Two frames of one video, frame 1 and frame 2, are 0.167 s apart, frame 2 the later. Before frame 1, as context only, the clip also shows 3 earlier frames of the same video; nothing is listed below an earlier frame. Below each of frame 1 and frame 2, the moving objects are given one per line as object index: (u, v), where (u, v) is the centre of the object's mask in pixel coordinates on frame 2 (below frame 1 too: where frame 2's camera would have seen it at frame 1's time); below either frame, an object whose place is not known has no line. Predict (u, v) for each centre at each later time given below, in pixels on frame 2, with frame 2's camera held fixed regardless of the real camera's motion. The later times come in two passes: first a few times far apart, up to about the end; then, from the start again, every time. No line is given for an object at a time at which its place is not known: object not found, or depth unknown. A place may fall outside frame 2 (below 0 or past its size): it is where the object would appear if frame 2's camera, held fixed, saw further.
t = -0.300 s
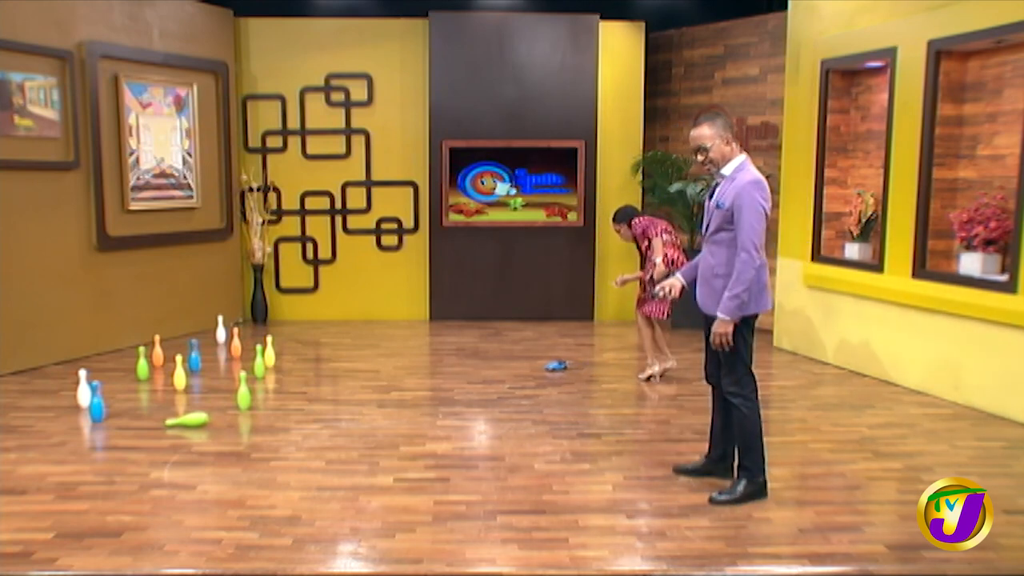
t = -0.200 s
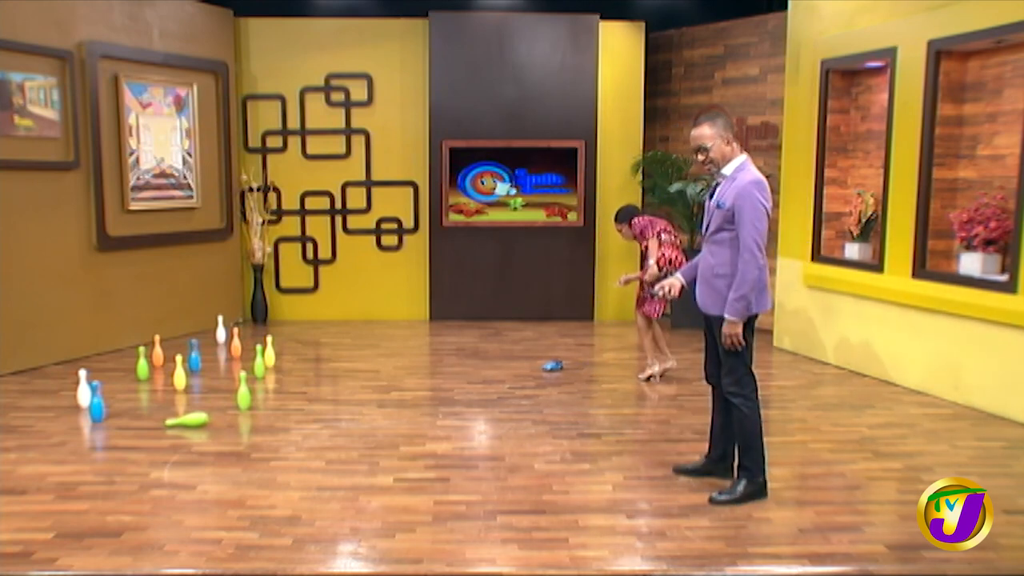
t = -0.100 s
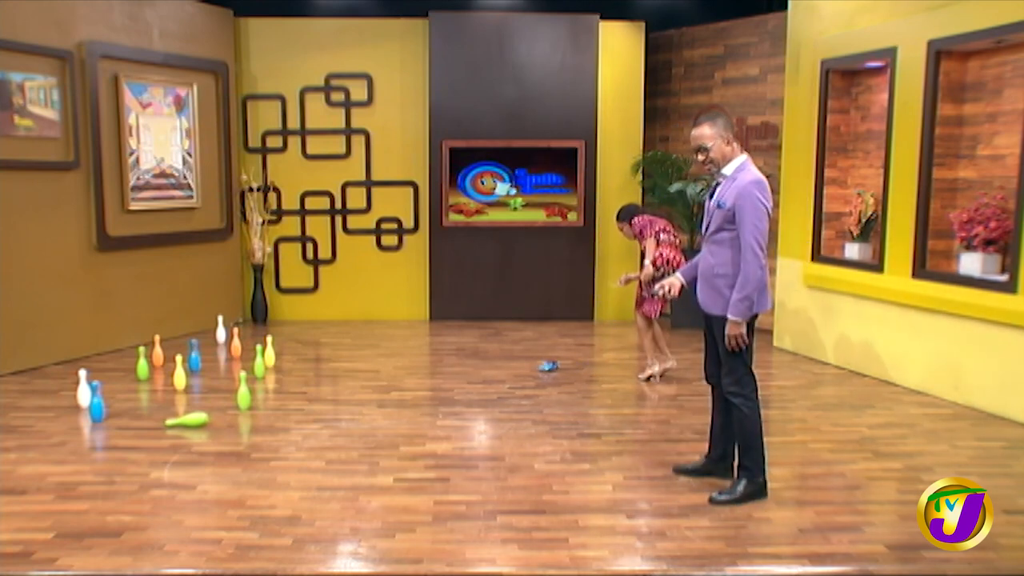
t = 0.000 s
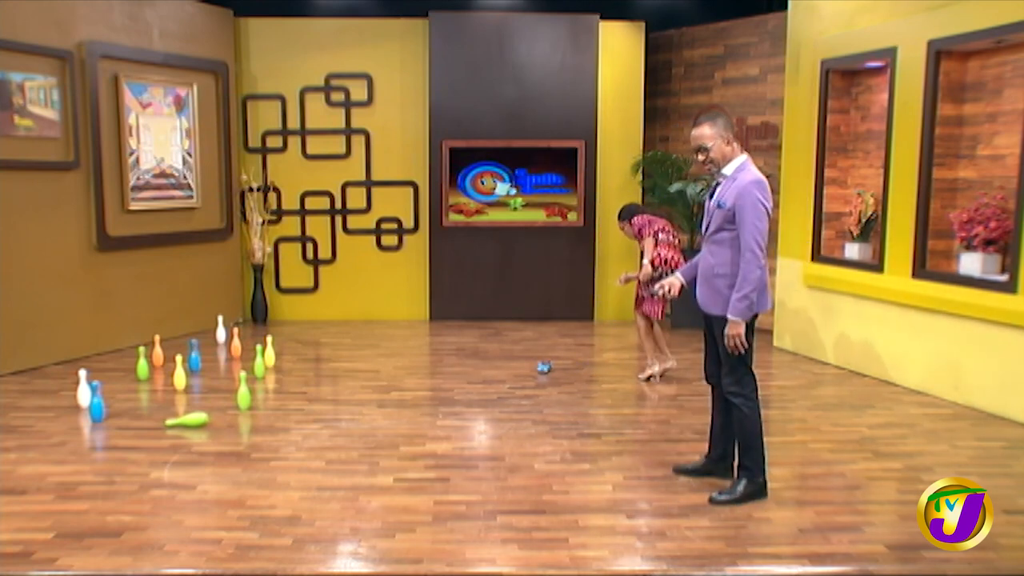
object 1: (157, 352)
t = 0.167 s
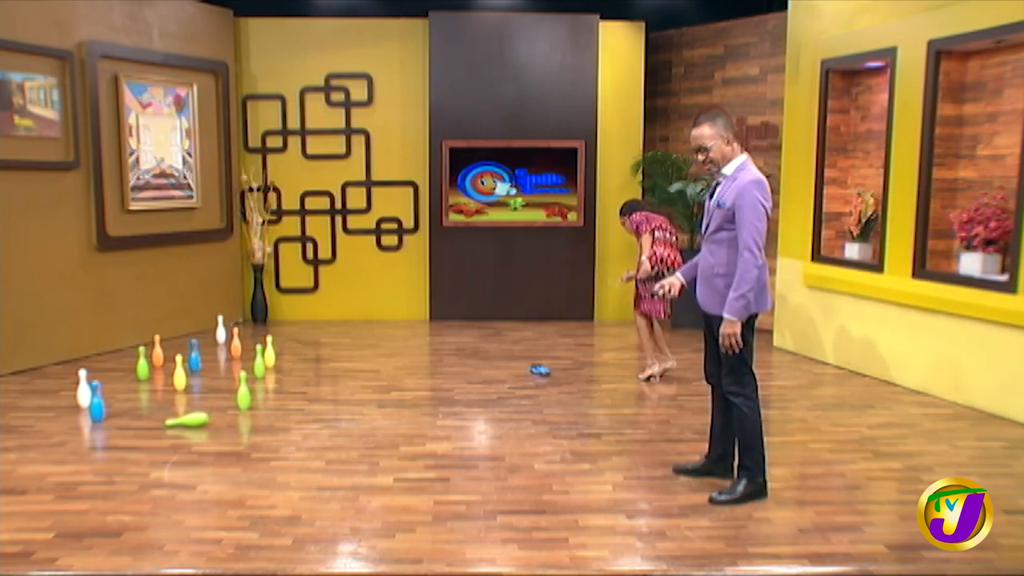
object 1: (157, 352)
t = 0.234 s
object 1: (157, 352)
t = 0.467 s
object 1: (157, 352)
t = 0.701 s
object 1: (157, 352)
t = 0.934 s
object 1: (157, 352)
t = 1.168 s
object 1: (157, 352)
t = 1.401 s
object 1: (157, 352)
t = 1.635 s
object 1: (157, 352)
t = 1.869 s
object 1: (157, 352)
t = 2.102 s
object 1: (157, 352)
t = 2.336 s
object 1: (157, 352)
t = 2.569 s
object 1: (157, 352)
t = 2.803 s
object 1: (157, 352)
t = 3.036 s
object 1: (157, 352)
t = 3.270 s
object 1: (157, 352)
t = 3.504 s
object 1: (151, 349)
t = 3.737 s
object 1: (127, 353)
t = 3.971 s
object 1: (105, 351)
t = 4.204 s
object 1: (95, 352)
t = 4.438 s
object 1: (90, 352)
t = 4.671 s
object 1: (85, 354)
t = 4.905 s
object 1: (82, 355)
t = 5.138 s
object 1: (81, 355)
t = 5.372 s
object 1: (80, 356)
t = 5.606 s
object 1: (80, 356)
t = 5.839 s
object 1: (80, 356)
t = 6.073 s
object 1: (81, 356)
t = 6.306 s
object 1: (80, 356)
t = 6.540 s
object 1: (80, 356)
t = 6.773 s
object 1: (80, 356)
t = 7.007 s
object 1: (80, 356)
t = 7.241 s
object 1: (80, 356)
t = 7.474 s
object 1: (81, 356)
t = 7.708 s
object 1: (81, 356)
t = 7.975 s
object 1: (81, 356)
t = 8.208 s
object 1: (81, 356)
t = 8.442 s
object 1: (81, 356)
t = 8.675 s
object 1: (81, 356)
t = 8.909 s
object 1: (81, 356)
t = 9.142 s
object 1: (81, 356)
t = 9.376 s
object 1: (81, 356)
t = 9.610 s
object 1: (81, 356)
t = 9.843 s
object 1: (81, 356)
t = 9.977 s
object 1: (81, 356)
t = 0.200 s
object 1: (157, 352)
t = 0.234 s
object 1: (157, 352)
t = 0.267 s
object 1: (157, 352)
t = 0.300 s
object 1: (157, 352)
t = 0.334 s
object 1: (157, 352)
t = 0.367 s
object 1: (157, 352)
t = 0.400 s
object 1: (157, 352)
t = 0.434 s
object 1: (157, 352)
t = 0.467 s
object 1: (157, 352)
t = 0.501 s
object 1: (157, 352)
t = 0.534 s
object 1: (157, 352)
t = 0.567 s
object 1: (157, 352)
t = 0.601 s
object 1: (157, 352)
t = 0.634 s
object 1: (157, 352)
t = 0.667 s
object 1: (157, 352)
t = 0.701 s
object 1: (157, 352)
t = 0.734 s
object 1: (157, 352)
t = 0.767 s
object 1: (157, 352)
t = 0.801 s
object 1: (157, 352)
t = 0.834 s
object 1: (157, 352)
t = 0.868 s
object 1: (157, 352)
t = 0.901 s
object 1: (157, 352)
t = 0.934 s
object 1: (157, 352)
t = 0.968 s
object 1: (157, 352)
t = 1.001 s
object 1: (157, 352)
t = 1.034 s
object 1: (157, 352)
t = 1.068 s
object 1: (157, 352)
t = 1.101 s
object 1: (157, 352)
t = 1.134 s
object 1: (157, 352)
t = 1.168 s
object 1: (157, 352)
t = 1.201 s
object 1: (157, 352)
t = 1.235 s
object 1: (157, 352)
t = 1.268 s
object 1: (157, 352)
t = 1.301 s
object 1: (157, 352)
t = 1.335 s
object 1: (157, 352)
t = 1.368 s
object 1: (157, 352)
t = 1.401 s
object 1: (157, 352)
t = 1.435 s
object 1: (157, 352)
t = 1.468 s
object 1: (157, 352)
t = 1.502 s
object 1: (157, 352)
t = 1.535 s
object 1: (157, 352)
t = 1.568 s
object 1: (157, 352)
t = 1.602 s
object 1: (157, 352)
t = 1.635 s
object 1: (157, 352)
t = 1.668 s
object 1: (157, 352)
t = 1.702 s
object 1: (157, 352)
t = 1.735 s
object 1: (157, 352)
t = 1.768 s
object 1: (157, 352)
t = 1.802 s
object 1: (157, 352)
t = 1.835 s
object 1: (157, 352)
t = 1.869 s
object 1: (157, 352)
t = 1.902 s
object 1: (157, 352)
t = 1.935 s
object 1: (157, 352)
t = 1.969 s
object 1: (157, 352)
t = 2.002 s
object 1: (157, 352)
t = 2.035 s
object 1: (157, 352)
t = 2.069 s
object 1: (157, 352)
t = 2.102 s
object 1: (157, 352)
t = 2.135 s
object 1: (157, 352)
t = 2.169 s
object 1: (157, 352)
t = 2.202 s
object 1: (157, 352)
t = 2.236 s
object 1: (157, 352)
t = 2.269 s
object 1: (157, 352)
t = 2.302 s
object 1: (157, 352)
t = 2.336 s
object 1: (157, 352)
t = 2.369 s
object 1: (157, 352)
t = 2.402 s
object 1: (157, 352)
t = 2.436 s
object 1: (157, 352)
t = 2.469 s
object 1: (157, 352)
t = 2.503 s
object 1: (157, 352)
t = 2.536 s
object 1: (157, 352)
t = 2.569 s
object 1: (157, 352)
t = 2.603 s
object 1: (157, 352)
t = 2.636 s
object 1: (157, 352)
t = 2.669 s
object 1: (157, 352)
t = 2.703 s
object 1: (157, 352)
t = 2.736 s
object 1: (157, 352)
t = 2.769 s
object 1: (157, 352)
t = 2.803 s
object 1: (157, 352)
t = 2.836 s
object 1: (157, 352)
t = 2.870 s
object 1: (157, 352)
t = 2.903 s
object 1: (157, 352)
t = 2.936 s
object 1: (157, 352)
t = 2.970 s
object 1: (157, 352)
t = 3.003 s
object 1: (157, 352)
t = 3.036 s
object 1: (157, 352)
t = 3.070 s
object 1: (157, 352)
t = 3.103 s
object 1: (157, 352)
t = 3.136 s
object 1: (157, 352)
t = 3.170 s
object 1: (157, 352)
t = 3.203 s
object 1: (157, 352)
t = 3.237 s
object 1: (157, 352)
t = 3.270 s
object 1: (157, 352)
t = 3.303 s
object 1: (157, 352)
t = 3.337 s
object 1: (157, 352)
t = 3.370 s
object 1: (157, 352)
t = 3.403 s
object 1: (157, 351)
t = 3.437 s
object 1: (155, 350)
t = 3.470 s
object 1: (154, 349)
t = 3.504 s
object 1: (151, 349)
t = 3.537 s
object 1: (148, 347)
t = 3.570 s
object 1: (146, 346)
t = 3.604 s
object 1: (143, 346)
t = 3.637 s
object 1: (138, 345)
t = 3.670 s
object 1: (134, 349)
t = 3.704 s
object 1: (131, 352)
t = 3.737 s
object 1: (127, 353)
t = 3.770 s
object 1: (123, 351)
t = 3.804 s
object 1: (120, 348)
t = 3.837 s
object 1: (117, 347)
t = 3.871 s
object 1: (114, 347)
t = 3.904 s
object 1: (111, 349)
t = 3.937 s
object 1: (108, 349)
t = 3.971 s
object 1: (105, 351)
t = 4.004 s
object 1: (103, 350)
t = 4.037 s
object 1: (100, 348)
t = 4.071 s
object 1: (97, 348)
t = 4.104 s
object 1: (96, 349)
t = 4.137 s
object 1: (95, 349)
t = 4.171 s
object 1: (95, 351)
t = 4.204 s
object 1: (95, 352)
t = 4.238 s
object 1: (94, 352)
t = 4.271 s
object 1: (93, 351)
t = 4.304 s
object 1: (93, 351)
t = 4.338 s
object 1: (92, 352)
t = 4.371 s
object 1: (91, 354)
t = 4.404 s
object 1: (90, 353)
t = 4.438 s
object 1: (90, 352)
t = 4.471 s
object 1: (89, 353)
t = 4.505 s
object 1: (88, 354)
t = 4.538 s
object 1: (87, 353)
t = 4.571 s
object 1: (86, 353)
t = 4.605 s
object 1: (85, 354)
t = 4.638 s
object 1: (85, 355)
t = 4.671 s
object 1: (85, 354)
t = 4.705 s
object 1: (84, 355)
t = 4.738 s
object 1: (84, 355)
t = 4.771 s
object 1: (83, 355)
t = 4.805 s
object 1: (83, 355)
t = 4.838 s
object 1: (82, 355)
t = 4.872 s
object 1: (82, 355)
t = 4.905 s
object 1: (82, 355)
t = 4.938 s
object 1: (82, 355)
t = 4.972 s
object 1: (82, 355)
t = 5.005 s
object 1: (81, 355)
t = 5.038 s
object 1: (81, 355)
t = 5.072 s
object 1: (81, 355)
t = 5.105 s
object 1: (81, 355)
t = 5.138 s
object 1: (81, 355)
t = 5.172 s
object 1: (80, 356)
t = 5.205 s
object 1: (80, 356)
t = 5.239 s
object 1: (80, 356)
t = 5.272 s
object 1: (80, 356)
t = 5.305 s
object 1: (80, 356)
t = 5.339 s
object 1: (80, 356)
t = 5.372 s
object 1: (80, 356)
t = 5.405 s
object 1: (80, 356)
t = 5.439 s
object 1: (80, 356)
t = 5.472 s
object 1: (80, 356)
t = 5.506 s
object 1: (80, 356)
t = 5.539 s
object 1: (80, 356)
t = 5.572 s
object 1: (80, 356)
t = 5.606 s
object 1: (80, 356)
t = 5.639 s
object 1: (80, 356)
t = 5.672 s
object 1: (80, 356)
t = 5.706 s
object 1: (80, 356)
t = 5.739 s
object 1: (80, 356)
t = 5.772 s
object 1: (80, 356)
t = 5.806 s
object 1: (80, 356)
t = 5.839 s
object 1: (80, 356)
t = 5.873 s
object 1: (80, 356)
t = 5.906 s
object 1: (80, 356)
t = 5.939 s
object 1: (80, 356)
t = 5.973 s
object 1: (81, 356)
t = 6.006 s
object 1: (81, 356)
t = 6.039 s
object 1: (80, 356)
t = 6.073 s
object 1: (81, 356)
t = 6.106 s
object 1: (81, 356)
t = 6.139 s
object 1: (80, 356)
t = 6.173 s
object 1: (81, 356)
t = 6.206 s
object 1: (80, 356)
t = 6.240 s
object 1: (80, 356)
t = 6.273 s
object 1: (80, 356)
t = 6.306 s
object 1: (80, 356)
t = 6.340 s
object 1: (80, 356)
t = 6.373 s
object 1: (80, 356)
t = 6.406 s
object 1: (80, 356)
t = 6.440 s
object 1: (80, 356)
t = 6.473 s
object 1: (80, 356)
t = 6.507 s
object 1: (80, 356)
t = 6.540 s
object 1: (80, 356)
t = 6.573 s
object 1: (80, 356)
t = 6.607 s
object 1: (80, 356)
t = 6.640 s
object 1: (80, 356)
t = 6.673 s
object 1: (80, 356)
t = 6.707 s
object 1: (80, 356)
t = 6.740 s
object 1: (80, 356)
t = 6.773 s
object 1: (80, 356)
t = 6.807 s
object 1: (80, 356)
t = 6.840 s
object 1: (80, 356)
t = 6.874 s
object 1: (80, 356)
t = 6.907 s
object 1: (80, 356)
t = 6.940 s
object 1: (80, 356)
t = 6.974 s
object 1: (80, 356)
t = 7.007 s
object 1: (80, 356)
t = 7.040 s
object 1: (80, 356)
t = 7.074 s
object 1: (80, 356)
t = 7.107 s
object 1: (81, 356)
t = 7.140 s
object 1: (81, 356)
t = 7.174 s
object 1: (81, 356)
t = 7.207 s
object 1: (81, 356)
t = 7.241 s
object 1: (80, 356)
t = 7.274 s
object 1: (81, 356)
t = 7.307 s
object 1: (81, 356)
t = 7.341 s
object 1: (81, 356)
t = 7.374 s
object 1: (81, 356)
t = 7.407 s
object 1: (81, 356)
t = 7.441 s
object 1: (81, 356)
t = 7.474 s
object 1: (81, 356)
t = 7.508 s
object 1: (81, 356)
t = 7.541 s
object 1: (81, 356)
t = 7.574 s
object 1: (81, 356)
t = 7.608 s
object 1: (81, 356)
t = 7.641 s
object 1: (81, 356)
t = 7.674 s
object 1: (81, 356)
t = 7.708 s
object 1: (81, 356)
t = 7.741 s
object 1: (81, 356)
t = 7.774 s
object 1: (81, 356)
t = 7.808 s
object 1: (81, 356)
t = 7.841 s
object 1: (81, 356)
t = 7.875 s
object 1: (81, 356)
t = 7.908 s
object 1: (81, 356)
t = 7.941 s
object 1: (80, 356)
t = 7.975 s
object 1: (81, 356)
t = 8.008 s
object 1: (81, 356)
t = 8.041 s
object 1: (81, 356)
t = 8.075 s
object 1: (81, 356)
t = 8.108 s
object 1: (81, 356)
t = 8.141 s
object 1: (81, 356)
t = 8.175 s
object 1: (81, 356)
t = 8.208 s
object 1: (81, 356)
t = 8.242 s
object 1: (81, 356)
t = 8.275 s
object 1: (81, 356)
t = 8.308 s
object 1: (81, 356)
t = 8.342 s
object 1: (81, 356)
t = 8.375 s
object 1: (81, 356)
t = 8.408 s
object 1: (81, 356)
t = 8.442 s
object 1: (81, 356)
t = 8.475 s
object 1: (81, 356)
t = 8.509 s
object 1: (81, 356)
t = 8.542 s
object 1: (81, 356)
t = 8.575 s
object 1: (81, 356)
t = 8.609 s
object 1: (81, 356)
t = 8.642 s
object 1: (81, 356)
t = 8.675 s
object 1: (81, 356)
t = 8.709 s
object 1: (81, 356)
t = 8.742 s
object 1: (81, 356)
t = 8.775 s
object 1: (81, 356)
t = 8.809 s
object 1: (81, 356)
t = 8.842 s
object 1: (81, 356)
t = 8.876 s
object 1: (81, 356)
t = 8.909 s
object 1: (81, 356)
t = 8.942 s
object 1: (81, 356)
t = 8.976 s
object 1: (81, 356)
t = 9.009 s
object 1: (81, 356)
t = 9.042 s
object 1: (81, 356)
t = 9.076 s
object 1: (81, 356)
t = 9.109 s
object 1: (81, 356)
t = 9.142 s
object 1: (81, 356)
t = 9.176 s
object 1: (81, 356)
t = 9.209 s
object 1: (81, 356)
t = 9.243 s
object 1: (81, 356)
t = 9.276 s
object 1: (81, 356)
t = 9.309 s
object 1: (81, 356)
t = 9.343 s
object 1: (81, 356)
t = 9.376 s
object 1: (81, 356)
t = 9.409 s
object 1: (81, 356)
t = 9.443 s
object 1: (81, 356)
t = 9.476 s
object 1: (81, 356)
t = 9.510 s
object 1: (81, 356)
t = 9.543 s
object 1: (81, 356)
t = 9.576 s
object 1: (81, 356)
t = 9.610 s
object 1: (81, 356)
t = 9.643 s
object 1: (81, 356)
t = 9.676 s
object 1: (81, 356)
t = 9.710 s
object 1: (81, 356)
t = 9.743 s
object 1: (81, 356)
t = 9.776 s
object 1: (81, 356)
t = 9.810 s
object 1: (81, 356)
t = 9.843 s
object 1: (81, 356)
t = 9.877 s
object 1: (81, 356)
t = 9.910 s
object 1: (81, 356)
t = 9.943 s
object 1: (81, 356)
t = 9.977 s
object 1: (81, 356)
